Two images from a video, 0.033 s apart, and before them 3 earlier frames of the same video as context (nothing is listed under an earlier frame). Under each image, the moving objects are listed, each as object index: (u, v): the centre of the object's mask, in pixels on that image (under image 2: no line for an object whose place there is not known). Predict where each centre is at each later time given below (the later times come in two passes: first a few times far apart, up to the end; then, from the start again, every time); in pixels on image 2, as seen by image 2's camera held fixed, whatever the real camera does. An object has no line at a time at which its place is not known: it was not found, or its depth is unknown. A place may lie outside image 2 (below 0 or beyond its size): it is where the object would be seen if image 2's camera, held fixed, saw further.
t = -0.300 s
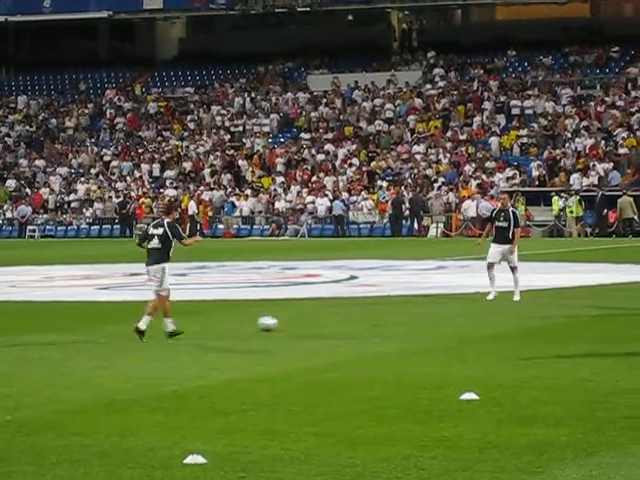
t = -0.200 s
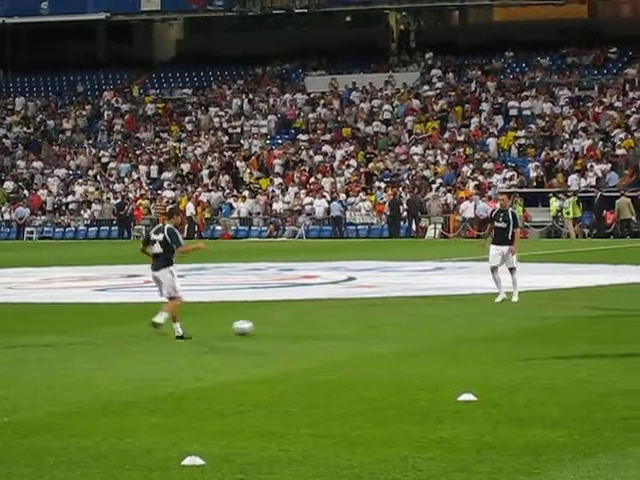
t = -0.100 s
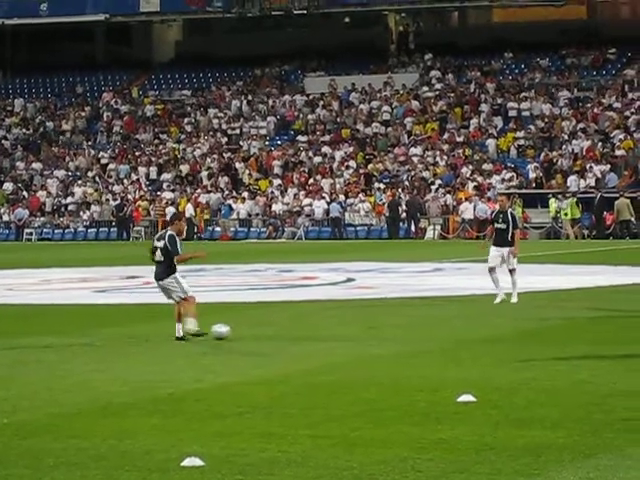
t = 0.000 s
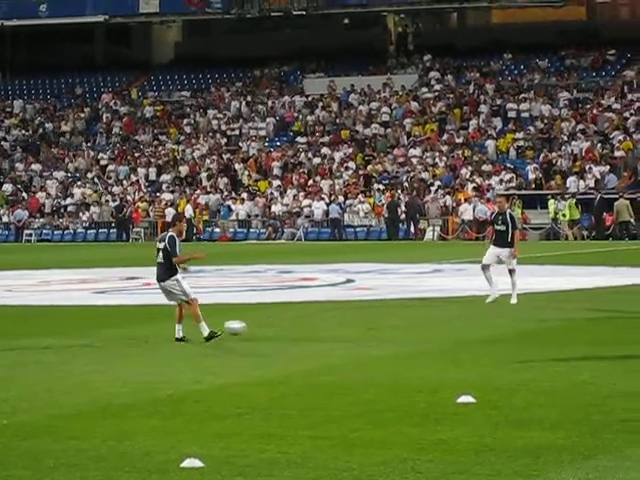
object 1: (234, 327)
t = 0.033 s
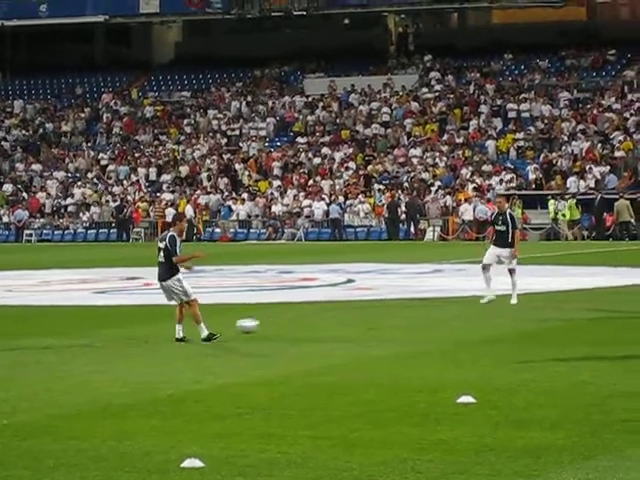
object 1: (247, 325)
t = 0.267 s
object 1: (325, 318)
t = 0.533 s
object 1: (394, 309)
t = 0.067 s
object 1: (259, 324)
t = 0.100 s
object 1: (272, 324)
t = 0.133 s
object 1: (284, 324)
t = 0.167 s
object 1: (295, 323)
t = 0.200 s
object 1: (306, 321)
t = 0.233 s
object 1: (316, 319)
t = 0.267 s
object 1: (325, 318)
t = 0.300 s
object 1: (335, 317)
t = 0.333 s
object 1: (345, 316)
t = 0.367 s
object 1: (354, 314)
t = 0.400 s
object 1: (362, 313)
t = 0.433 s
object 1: (370, 312)
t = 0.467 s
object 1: (379, 312)
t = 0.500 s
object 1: (387, 310)
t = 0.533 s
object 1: (394, 309)
